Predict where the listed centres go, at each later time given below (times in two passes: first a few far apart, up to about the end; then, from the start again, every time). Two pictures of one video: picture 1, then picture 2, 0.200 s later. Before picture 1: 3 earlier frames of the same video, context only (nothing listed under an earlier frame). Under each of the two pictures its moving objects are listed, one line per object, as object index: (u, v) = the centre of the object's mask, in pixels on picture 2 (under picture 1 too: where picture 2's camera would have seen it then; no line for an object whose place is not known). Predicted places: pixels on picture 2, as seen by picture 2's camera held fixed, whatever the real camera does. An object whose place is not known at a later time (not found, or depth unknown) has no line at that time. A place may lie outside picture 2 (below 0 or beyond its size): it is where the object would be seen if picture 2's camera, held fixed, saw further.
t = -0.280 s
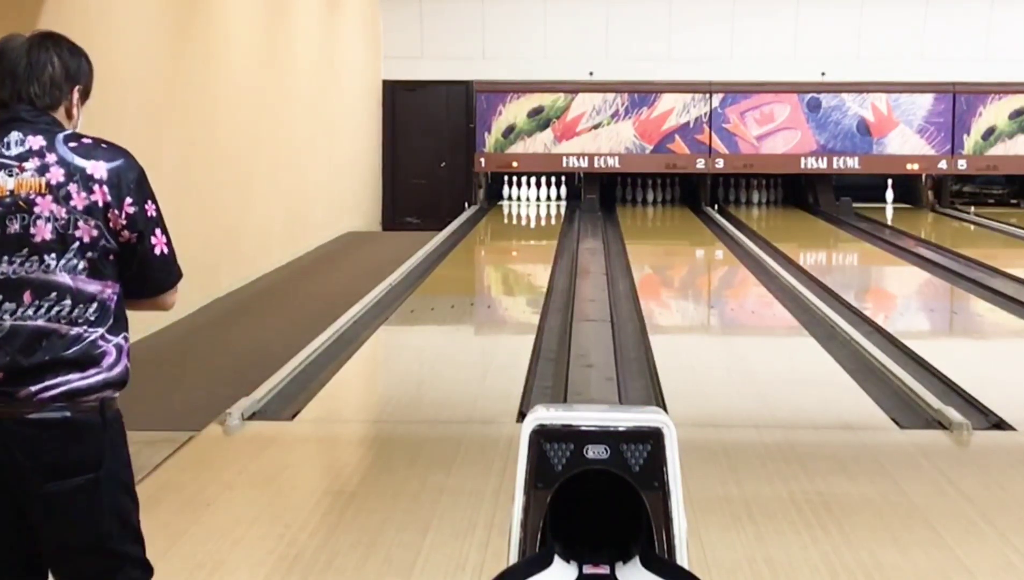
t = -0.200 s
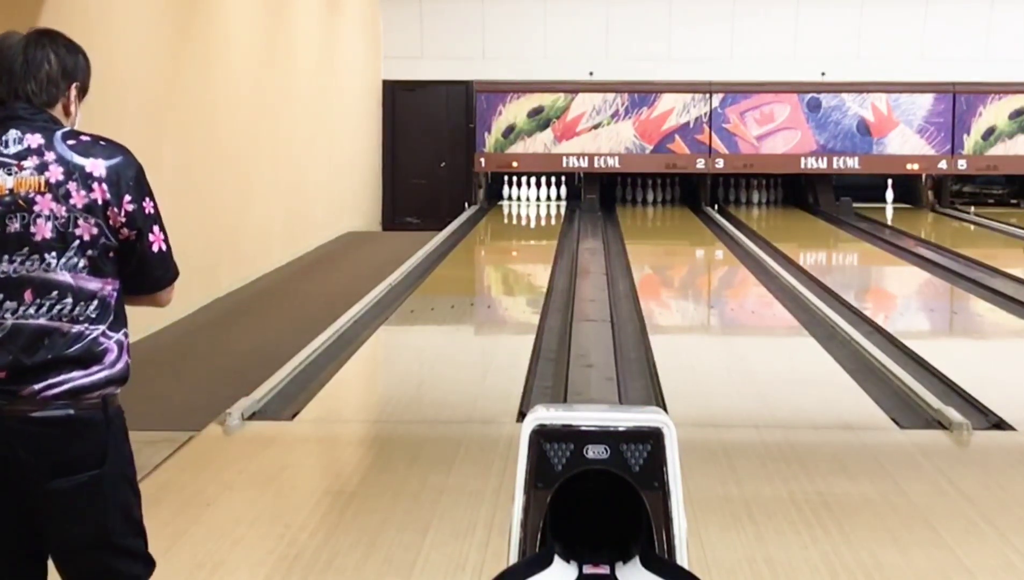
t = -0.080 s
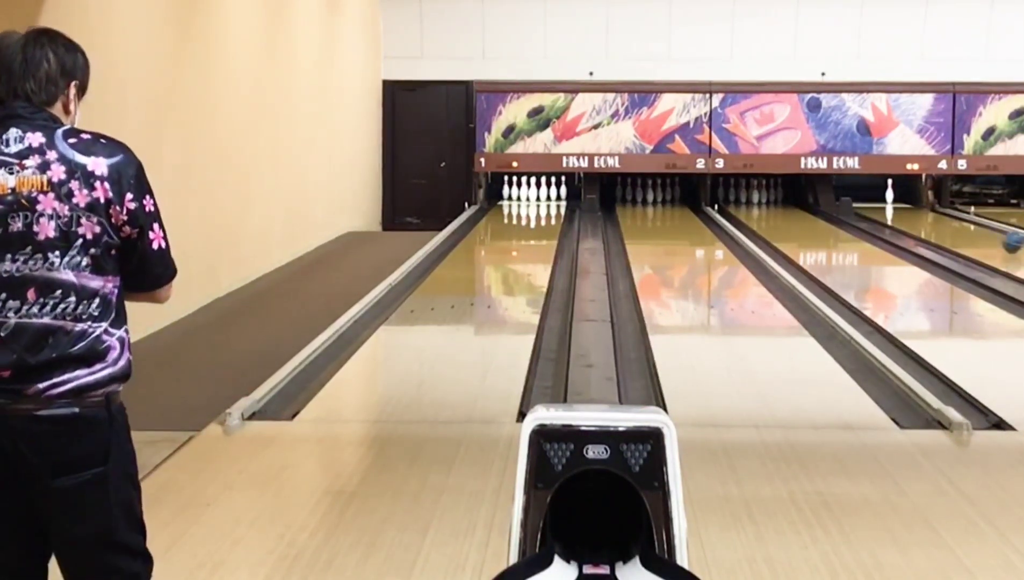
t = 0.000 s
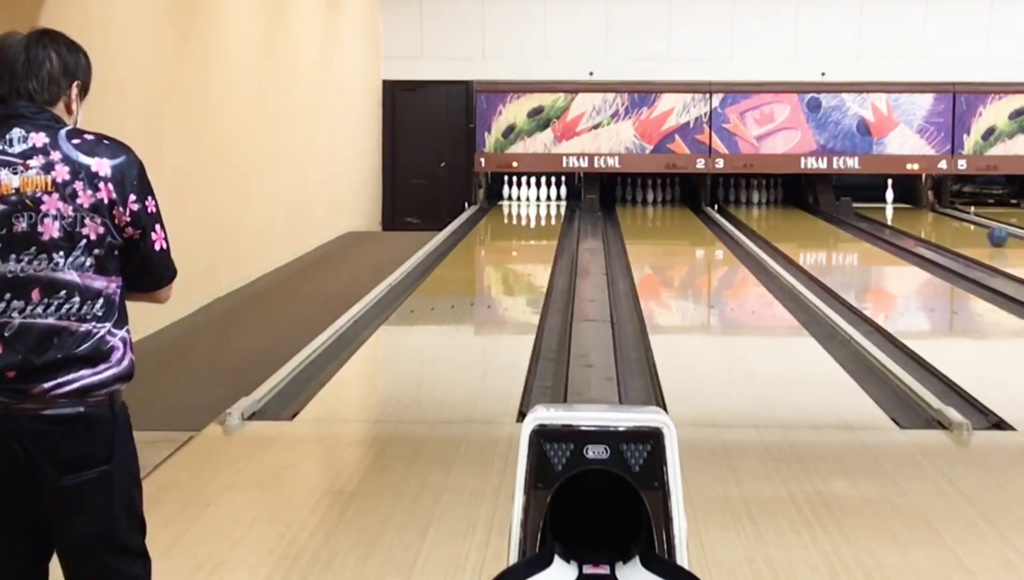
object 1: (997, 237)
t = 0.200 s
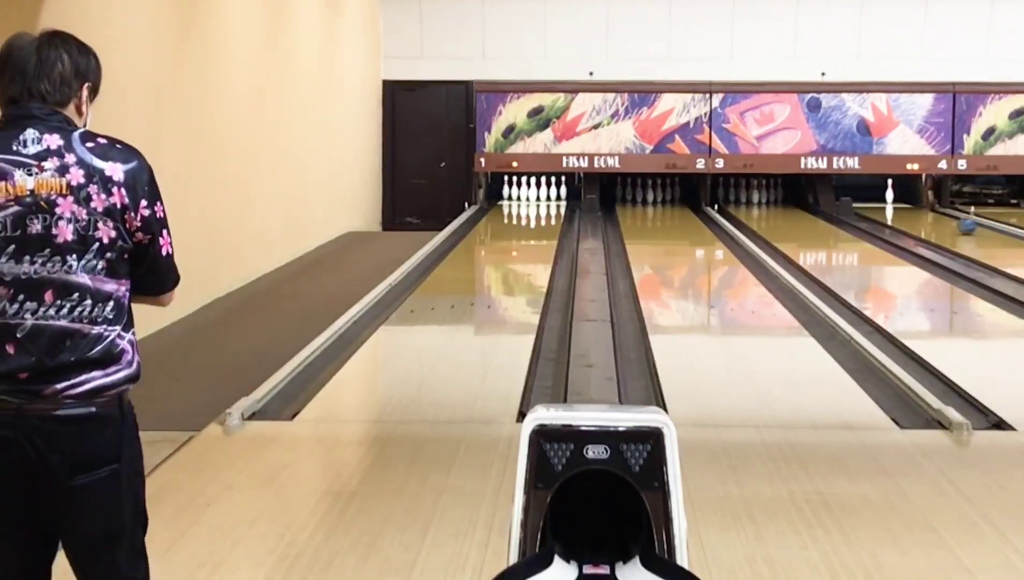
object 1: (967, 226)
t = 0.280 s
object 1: (956, 222)
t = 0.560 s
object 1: (923, 209)
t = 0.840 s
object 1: (902, 202)
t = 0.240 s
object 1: (962, 225)
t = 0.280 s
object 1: (956, 222)
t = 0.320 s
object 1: (951, 221)
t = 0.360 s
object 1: (945, 217)
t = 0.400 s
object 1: (941, 216)
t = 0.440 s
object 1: (937, 213)
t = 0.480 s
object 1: (933, 211)
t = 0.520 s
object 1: (930, 210)
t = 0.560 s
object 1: (923, 209)
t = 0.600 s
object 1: (921, 208)
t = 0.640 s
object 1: (919, 207)
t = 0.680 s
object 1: (914, 206)
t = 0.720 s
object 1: (912, 205)
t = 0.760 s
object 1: (908, 204)
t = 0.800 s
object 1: (905, 203)
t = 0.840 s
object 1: (902, 202)
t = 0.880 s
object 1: (899, 201)
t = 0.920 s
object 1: (897, 199)
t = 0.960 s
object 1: (893, 198)
